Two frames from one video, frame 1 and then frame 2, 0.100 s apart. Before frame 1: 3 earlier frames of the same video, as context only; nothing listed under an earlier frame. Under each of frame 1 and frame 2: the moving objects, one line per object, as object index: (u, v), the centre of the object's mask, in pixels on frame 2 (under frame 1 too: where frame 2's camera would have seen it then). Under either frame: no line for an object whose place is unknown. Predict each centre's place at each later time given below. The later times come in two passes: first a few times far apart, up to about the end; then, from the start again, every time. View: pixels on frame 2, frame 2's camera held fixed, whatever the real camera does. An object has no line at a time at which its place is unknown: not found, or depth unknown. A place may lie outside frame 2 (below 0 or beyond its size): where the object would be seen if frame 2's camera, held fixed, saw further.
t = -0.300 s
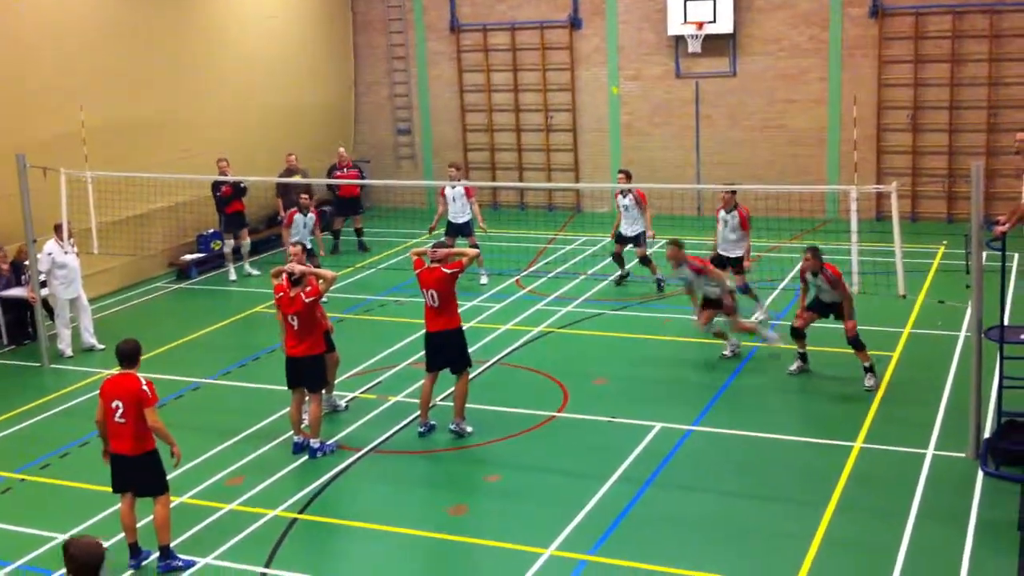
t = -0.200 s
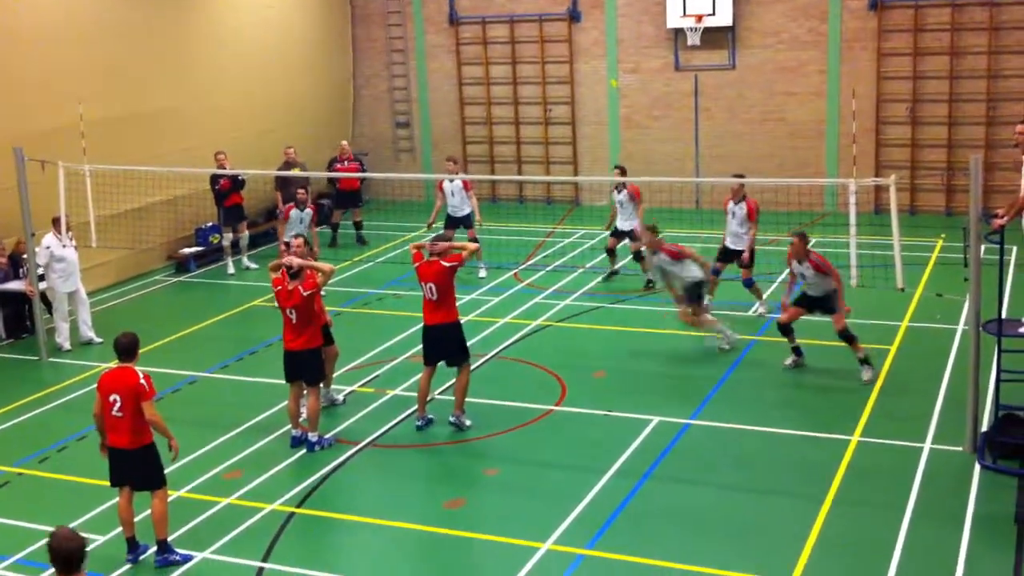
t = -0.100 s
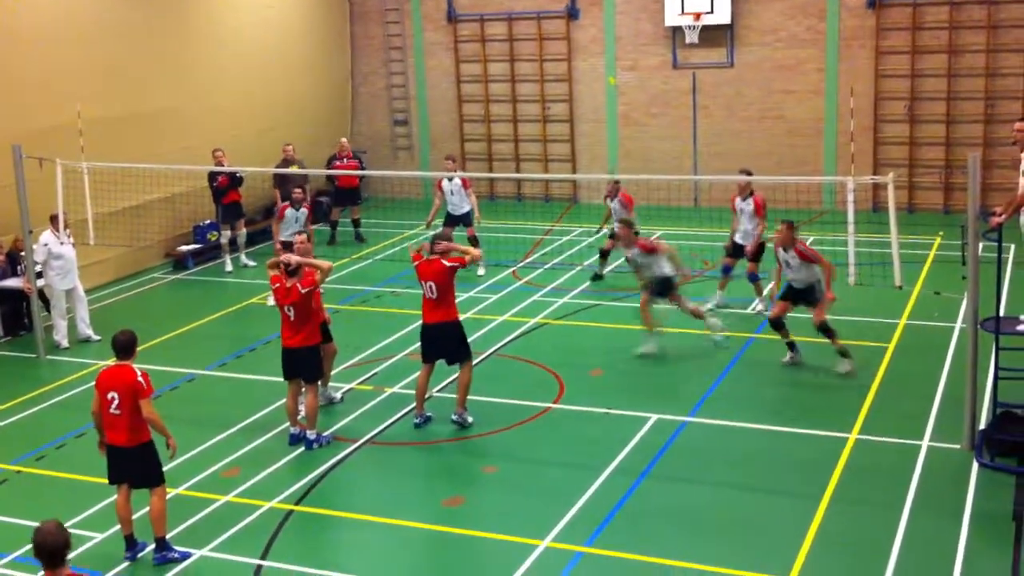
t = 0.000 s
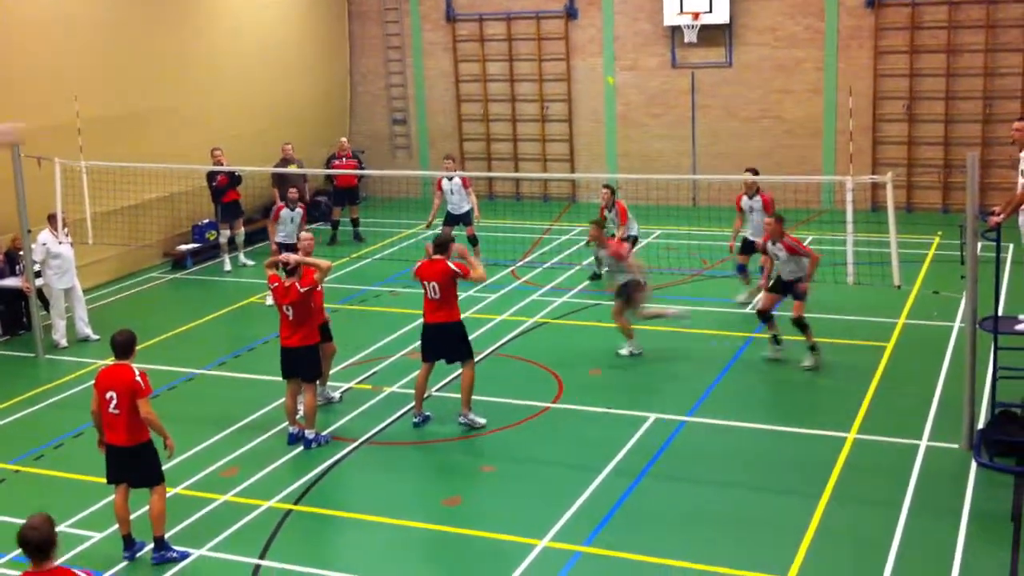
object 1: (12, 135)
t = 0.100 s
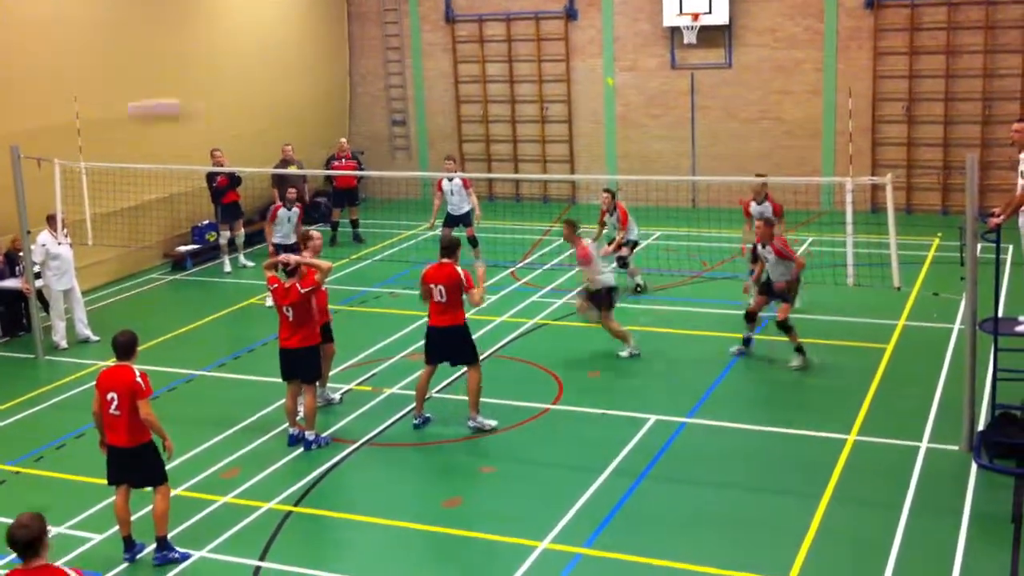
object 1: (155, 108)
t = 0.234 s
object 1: (341, 93)
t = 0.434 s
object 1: (557, 105)
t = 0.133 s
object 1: (205, 103)
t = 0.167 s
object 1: (256, 100)
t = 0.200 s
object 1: (303, 97)
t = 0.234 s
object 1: (341, 93)
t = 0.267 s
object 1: (382, 93)
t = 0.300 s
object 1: (422, 96)
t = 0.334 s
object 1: (459, 96)
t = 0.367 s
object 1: (493, 100)
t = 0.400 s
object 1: (529, 106)
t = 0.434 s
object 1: (557, 105)
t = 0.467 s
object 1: (589, 114)
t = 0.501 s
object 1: (620, 119)
